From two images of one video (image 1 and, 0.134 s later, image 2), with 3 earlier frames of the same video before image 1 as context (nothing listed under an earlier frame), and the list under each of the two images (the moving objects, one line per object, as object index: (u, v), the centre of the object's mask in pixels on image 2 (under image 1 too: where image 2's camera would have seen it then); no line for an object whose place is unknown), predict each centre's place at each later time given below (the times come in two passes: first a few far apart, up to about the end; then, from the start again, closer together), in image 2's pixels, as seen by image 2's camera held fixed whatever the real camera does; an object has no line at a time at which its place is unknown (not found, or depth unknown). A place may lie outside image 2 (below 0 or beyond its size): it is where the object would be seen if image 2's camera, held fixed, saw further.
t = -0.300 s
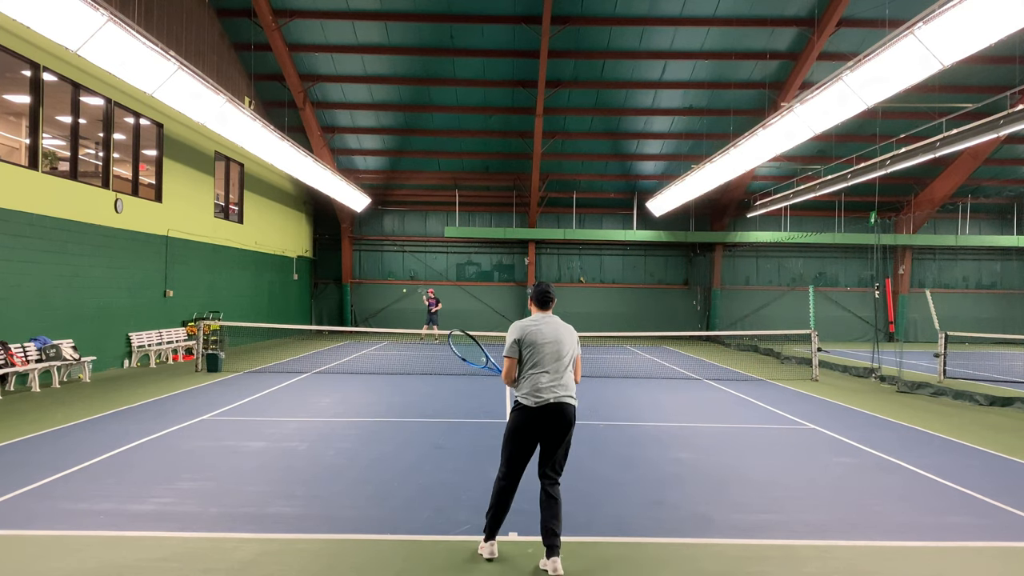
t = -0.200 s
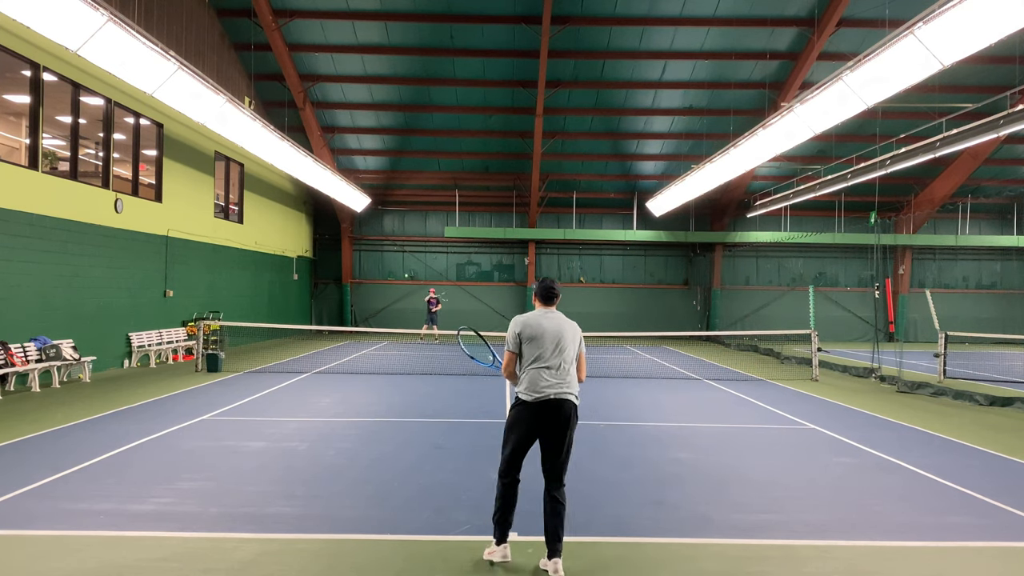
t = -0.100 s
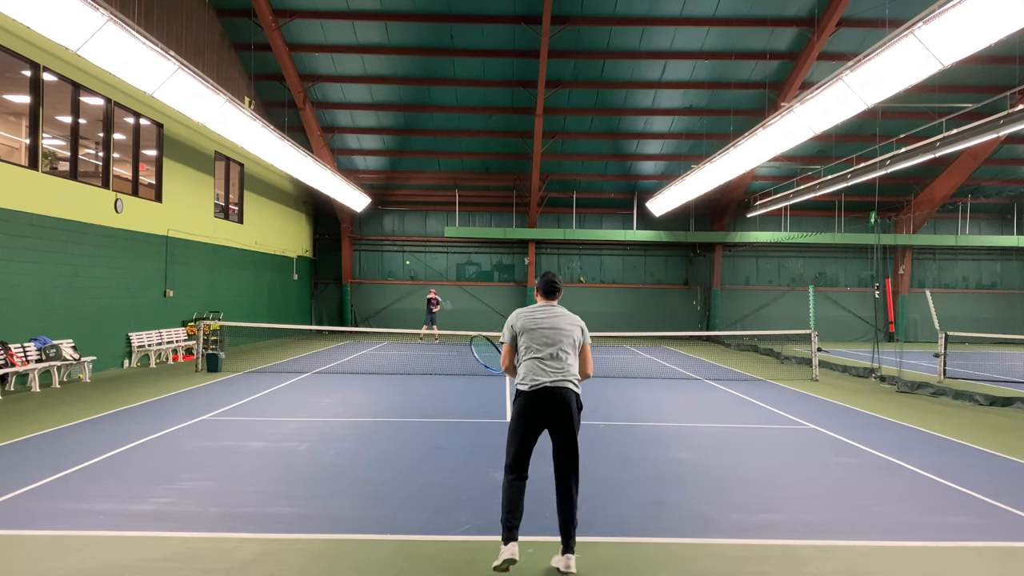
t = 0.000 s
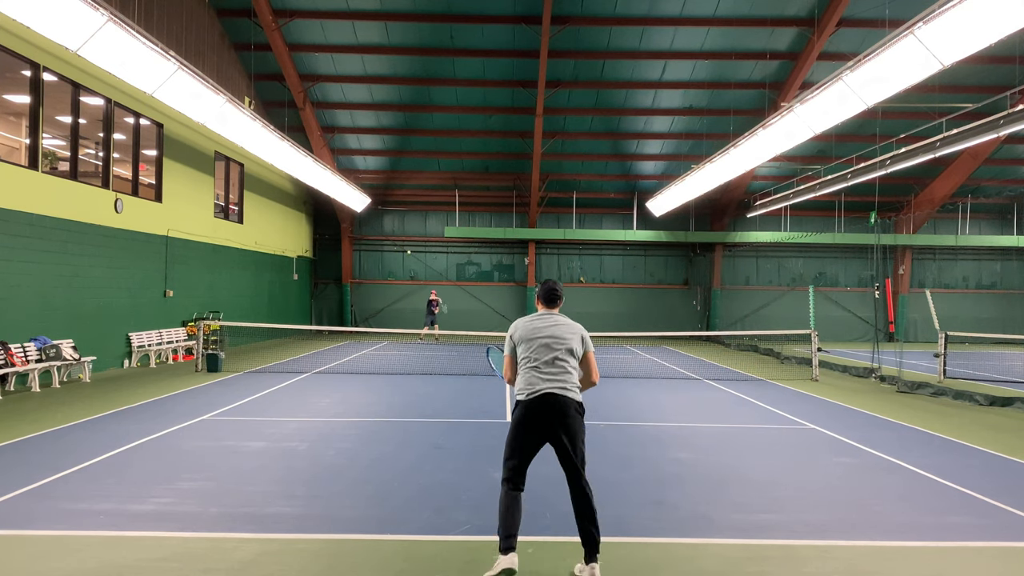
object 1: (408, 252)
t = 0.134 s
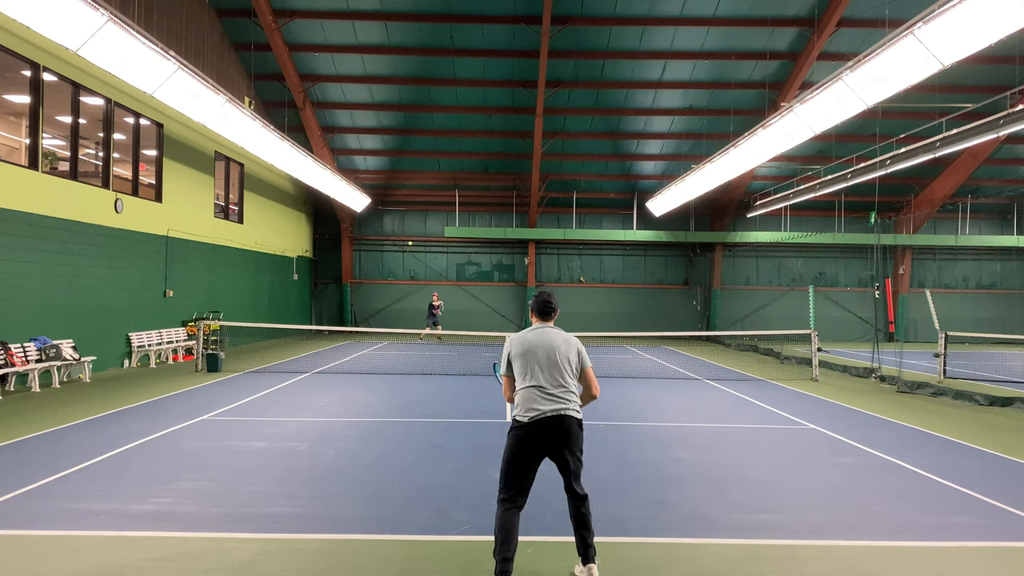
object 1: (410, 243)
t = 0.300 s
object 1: (410, 243)
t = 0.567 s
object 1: (407, 284)
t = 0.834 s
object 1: (394, 428)
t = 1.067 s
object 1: (392, 403)
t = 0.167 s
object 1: (410, 242)
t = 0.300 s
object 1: (410, 243)
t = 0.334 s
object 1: (410, 245)
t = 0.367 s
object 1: (410, 247)
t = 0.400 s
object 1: (410, 251)
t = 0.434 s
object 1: (409, 255)
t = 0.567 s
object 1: (407, 284)
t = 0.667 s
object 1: (404, 320)
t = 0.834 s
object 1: (394, 428)
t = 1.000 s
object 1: (391, 428)
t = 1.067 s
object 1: (392, 403)
